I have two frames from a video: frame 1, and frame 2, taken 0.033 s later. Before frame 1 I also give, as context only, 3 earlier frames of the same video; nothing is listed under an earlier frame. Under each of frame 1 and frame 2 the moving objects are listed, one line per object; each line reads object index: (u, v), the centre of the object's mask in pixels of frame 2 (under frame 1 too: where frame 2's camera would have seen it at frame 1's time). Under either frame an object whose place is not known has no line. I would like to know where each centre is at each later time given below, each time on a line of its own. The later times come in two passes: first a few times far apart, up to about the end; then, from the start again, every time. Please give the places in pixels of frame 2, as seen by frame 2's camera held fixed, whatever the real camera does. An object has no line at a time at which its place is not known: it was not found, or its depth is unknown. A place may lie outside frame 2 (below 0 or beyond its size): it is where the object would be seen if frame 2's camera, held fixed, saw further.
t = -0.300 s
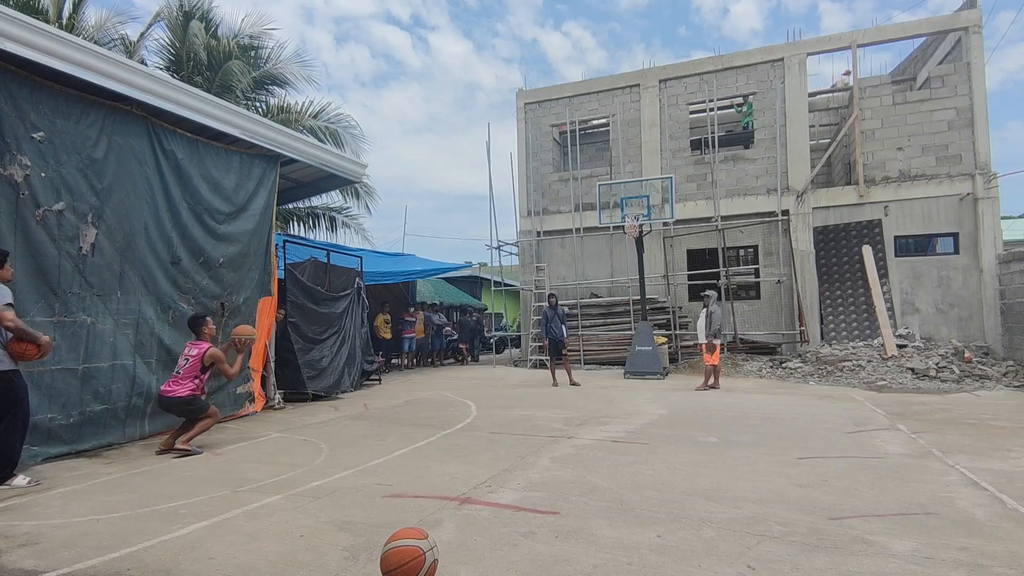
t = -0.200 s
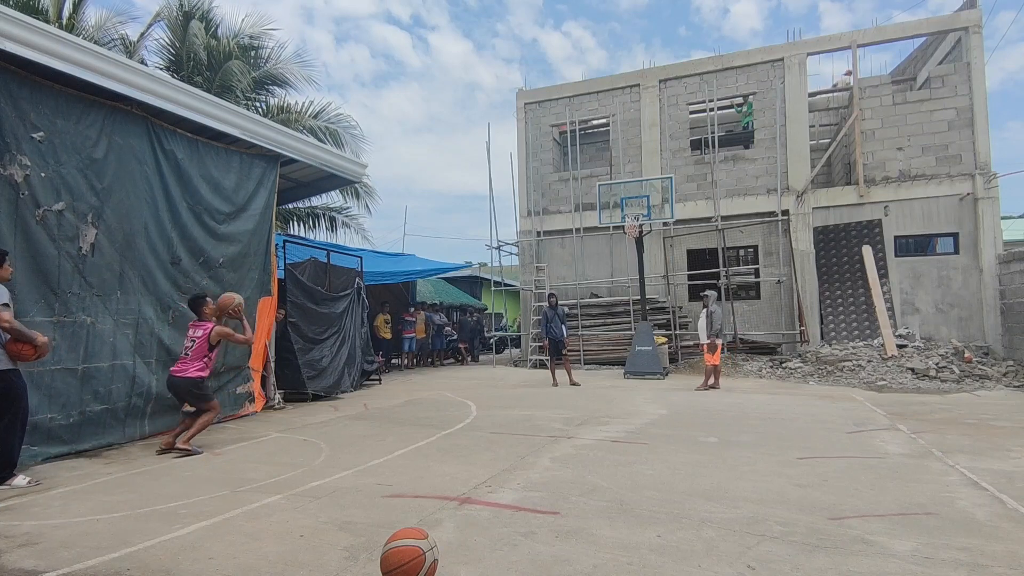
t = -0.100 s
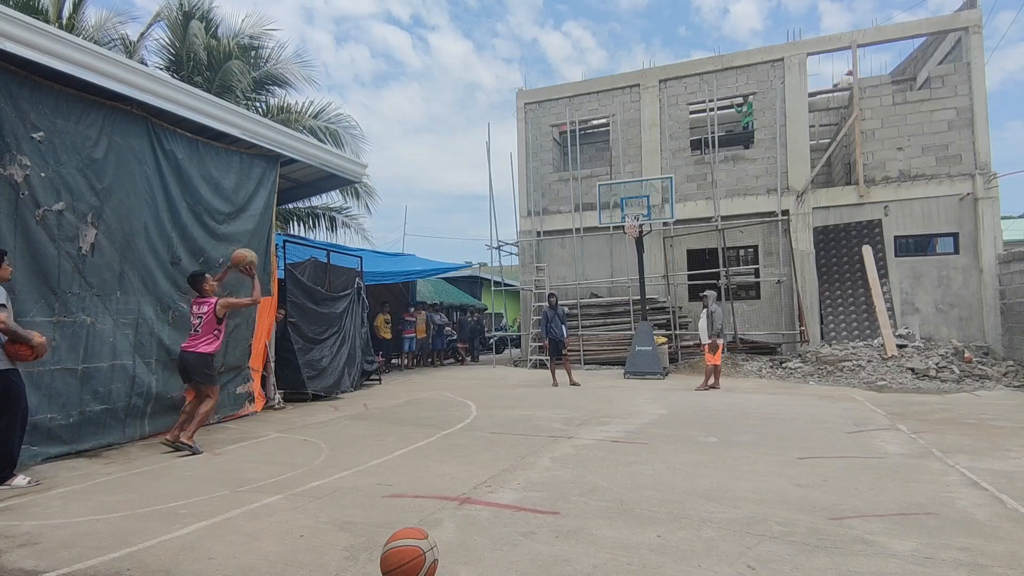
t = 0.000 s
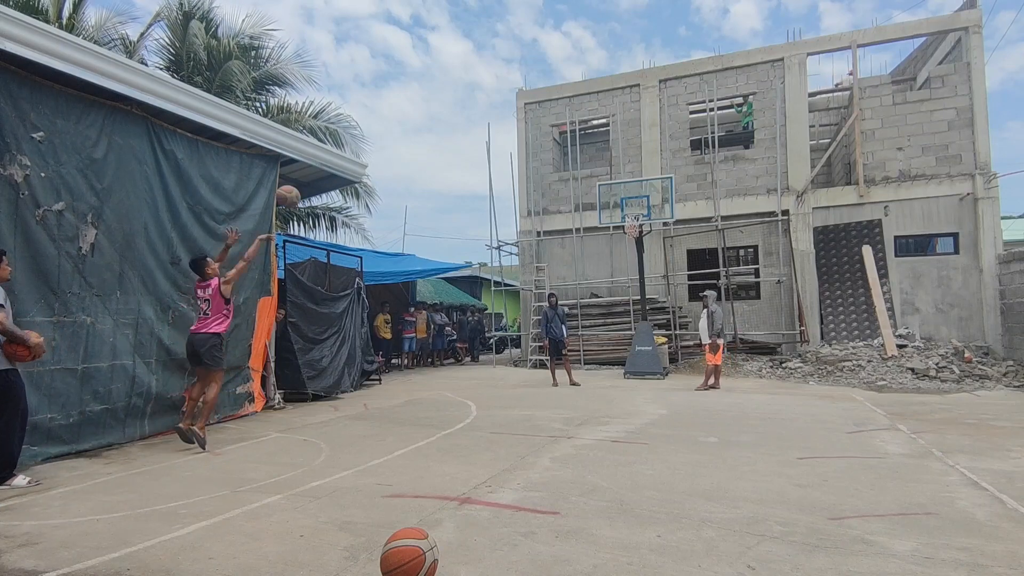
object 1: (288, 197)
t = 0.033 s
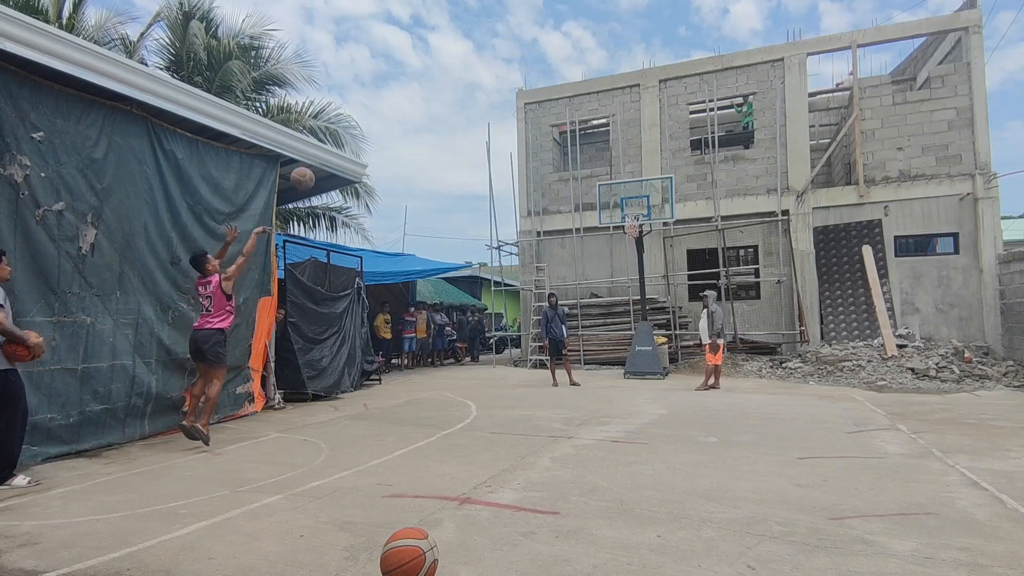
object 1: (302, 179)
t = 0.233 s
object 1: (380, 100)
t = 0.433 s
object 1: (443, 64)
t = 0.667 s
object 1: (506, 62)
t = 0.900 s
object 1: (558, 95)
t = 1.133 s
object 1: (604, 155)
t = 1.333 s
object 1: (634, 201)
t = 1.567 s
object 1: (654, 163)
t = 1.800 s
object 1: (670, 153)
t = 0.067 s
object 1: (317, 161)
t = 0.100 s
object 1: (330, 147)
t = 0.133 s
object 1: (343, 134)
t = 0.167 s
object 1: (356, 121)
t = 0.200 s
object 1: (368, 110)
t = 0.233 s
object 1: (380, 100)
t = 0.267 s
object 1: (391, 92)
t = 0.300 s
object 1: (402, 84)
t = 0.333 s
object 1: (413, 78)
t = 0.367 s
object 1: (423, 72)
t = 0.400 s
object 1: (434, 67)
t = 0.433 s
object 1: (443, 64)
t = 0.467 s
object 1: (453, 61)
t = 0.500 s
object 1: (462, 59)
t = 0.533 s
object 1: (472, 58)
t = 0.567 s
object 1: (480, 58)
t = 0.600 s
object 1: (489, 58)
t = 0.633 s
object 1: (498, 60)
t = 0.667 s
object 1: (506, 62)
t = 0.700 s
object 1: (514, 65)
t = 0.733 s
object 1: (522, 68)
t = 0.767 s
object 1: (529, 72)
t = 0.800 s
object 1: (537, 77)
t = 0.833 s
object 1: (544, 83)
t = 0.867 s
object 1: (551, 88)
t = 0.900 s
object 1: (558, 95)
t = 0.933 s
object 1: (565, 102)
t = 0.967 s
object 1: (572, 110)
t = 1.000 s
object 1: (578, 118)
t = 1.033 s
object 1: (585, 126)
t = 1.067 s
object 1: (591, 135)
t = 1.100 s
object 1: (597, 145)
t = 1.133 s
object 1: (604, 155)
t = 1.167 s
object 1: (609, 166)
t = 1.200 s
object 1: (616, 176)
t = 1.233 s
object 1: (621, 188)
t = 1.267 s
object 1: (627, 200)
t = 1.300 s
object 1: (631, 208)
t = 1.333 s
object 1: (634, 201)
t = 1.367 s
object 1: (638, 193)
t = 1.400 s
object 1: (641, 186)
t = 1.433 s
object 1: (645, 181)
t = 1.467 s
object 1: (648, 175)
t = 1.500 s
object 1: (650, 171)
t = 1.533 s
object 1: (652, 166)
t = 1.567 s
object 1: (654, 163)
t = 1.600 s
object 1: (657, 159)
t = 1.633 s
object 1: (659, 157)
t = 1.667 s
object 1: (661, 155)
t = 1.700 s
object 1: (664, 153)
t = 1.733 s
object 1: (665, 153)
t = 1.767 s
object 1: (668, 153)
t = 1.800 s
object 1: (670, 153)
